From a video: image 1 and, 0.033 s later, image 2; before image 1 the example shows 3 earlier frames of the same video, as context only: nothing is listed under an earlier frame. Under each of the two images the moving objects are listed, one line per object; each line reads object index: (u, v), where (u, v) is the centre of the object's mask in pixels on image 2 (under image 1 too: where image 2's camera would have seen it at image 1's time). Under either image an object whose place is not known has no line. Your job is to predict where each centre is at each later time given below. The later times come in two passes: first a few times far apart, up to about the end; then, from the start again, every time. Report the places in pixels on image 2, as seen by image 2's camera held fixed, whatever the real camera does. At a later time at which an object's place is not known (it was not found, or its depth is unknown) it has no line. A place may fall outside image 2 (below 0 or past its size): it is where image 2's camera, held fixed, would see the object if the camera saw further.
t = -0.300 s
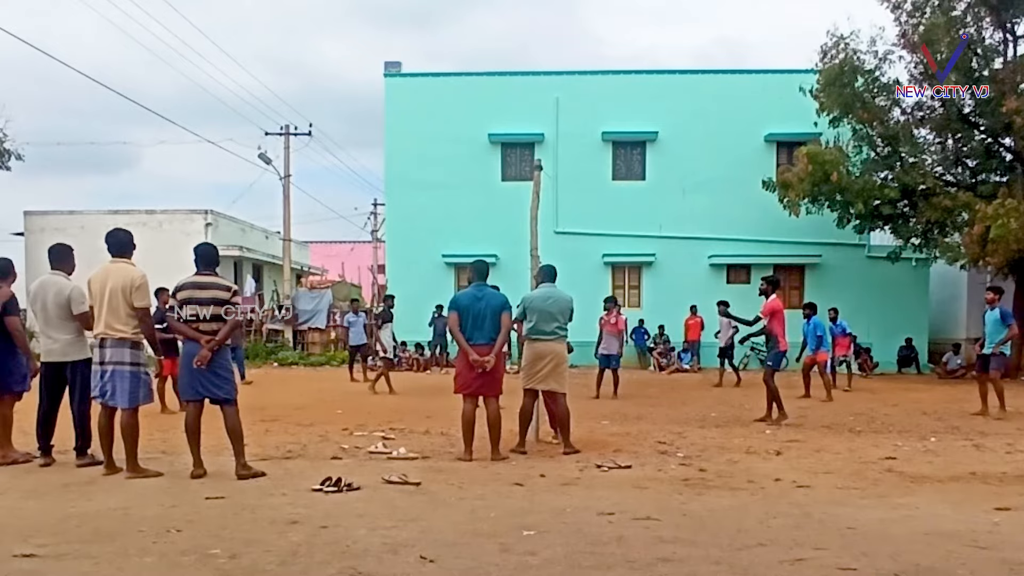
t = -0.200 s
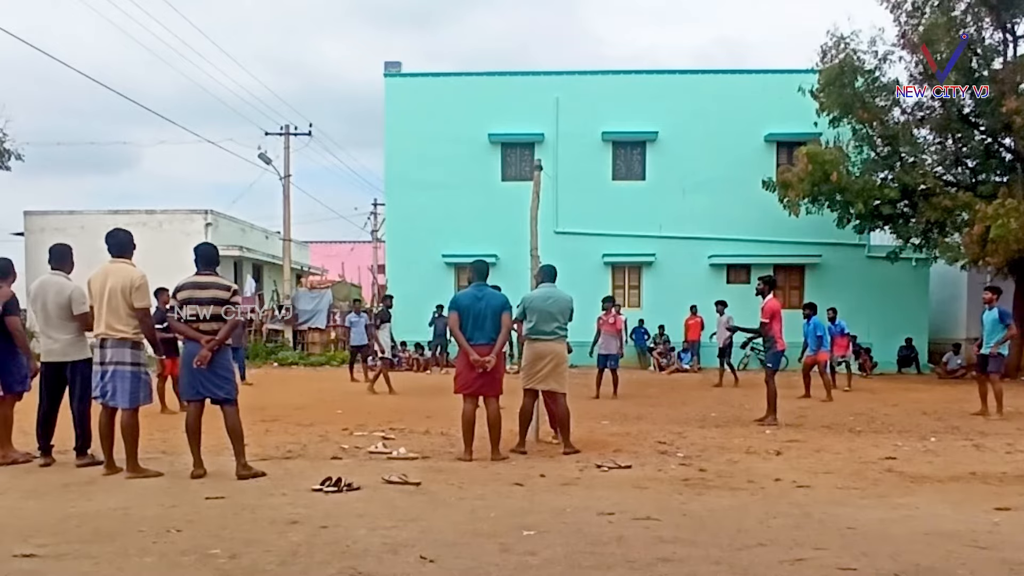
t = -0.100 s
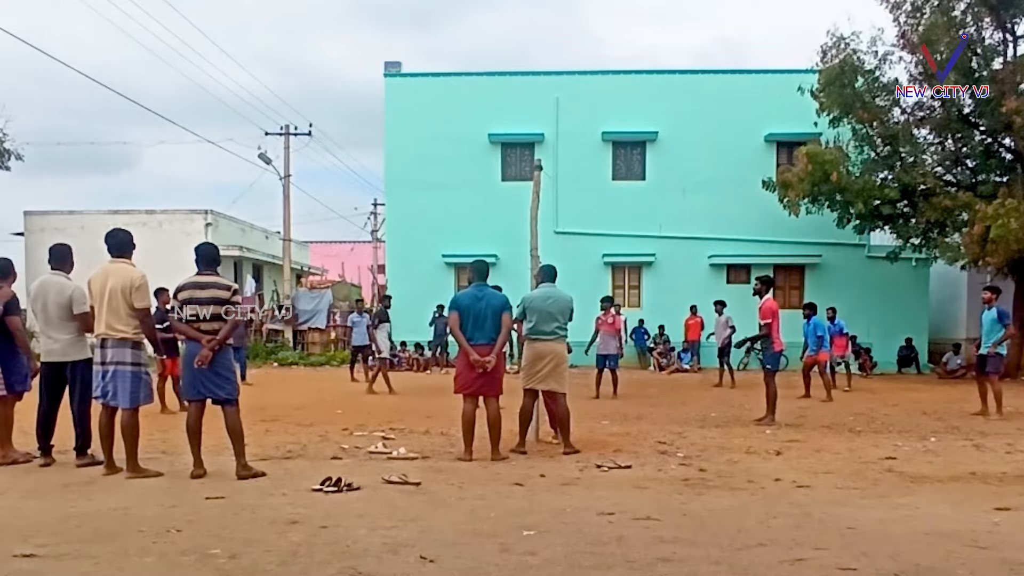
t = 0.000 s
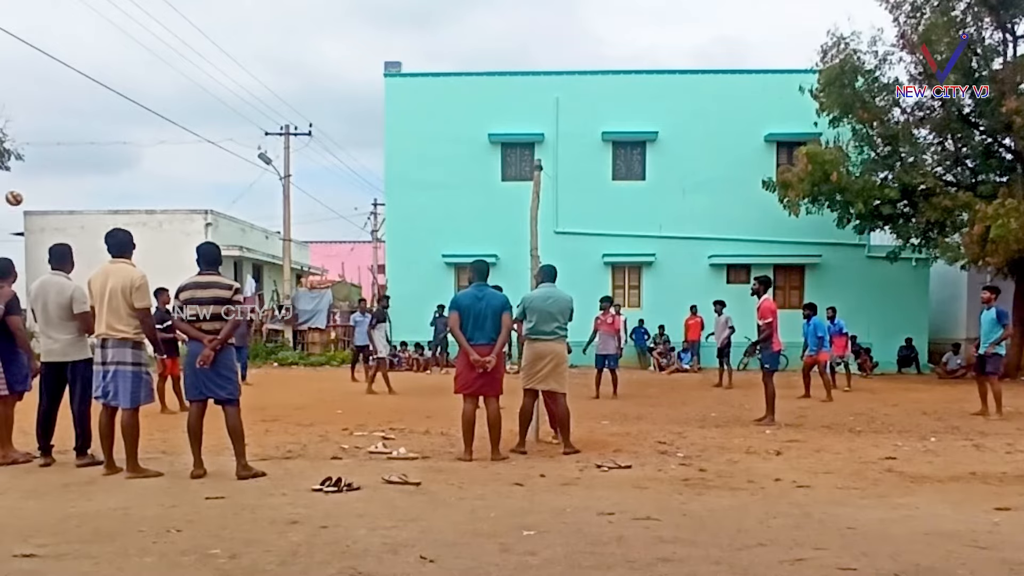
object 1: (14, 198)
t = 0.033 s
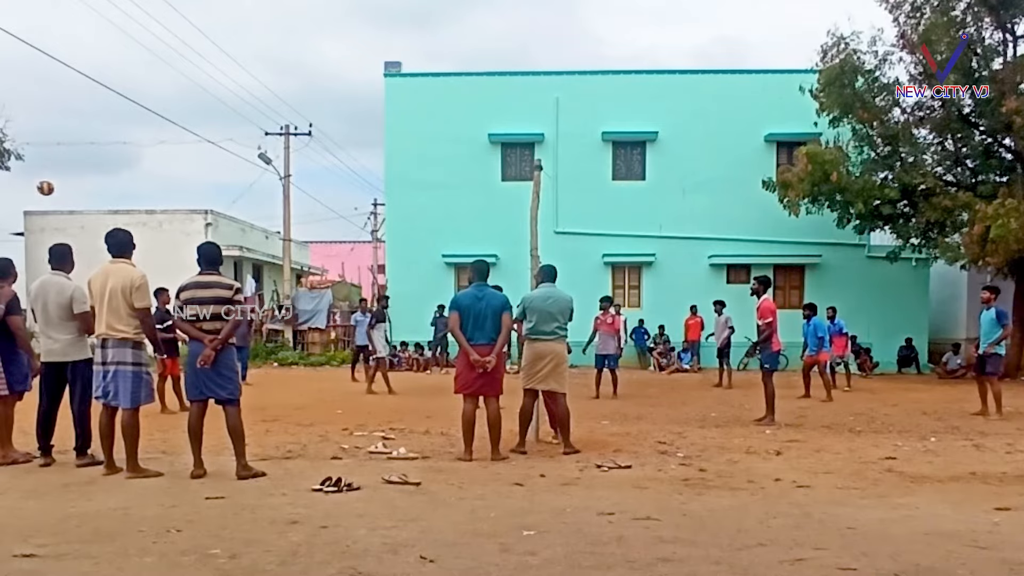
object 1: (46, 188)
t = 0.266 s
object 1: (256, 140)
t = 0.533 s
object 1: (474, 142)
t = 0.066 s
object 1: (76, 178)
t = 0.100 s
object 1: (107, 169)
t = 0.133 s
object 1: (137, 161)
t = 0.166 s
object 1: (167, 154)
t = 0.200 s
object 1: (197, 148)
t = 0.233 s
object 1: (227, 144)
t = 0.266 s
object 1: (256, 140)
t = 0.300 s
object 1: (285, 137)
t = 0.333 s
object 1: (314, 135)
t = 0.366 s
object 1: (342, 134)
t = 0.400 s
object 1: (369, 134)
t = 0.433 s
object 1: (396, 135)
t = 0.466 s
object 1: (422, 136)
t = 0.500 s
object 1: (448, 139)
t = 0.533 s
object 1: (474, 142)
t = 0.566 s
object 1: (500, 146)
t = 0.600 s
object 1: (523, 150)
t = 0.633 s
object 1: (547, 158)
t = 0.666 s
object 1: (570, 164)
